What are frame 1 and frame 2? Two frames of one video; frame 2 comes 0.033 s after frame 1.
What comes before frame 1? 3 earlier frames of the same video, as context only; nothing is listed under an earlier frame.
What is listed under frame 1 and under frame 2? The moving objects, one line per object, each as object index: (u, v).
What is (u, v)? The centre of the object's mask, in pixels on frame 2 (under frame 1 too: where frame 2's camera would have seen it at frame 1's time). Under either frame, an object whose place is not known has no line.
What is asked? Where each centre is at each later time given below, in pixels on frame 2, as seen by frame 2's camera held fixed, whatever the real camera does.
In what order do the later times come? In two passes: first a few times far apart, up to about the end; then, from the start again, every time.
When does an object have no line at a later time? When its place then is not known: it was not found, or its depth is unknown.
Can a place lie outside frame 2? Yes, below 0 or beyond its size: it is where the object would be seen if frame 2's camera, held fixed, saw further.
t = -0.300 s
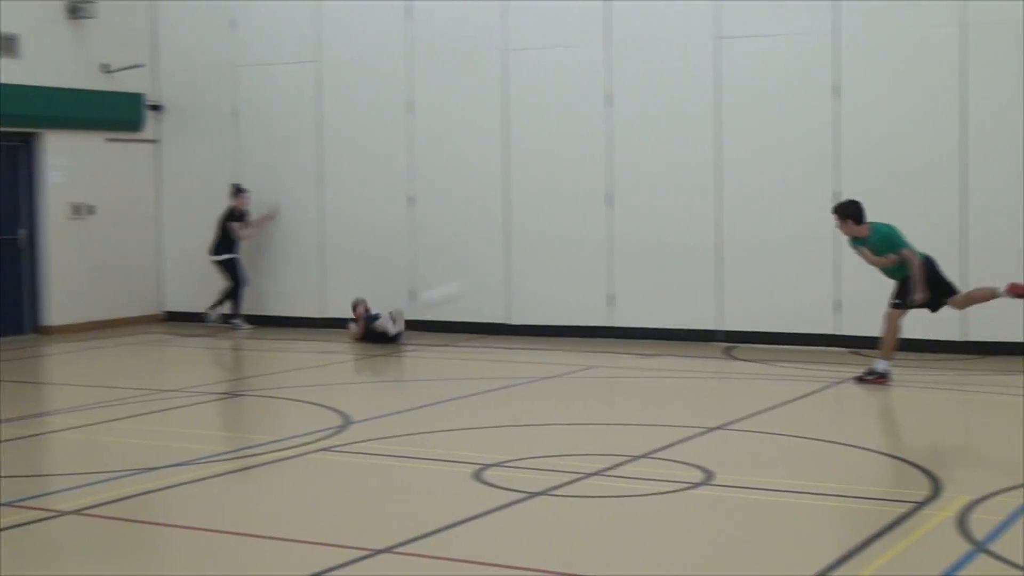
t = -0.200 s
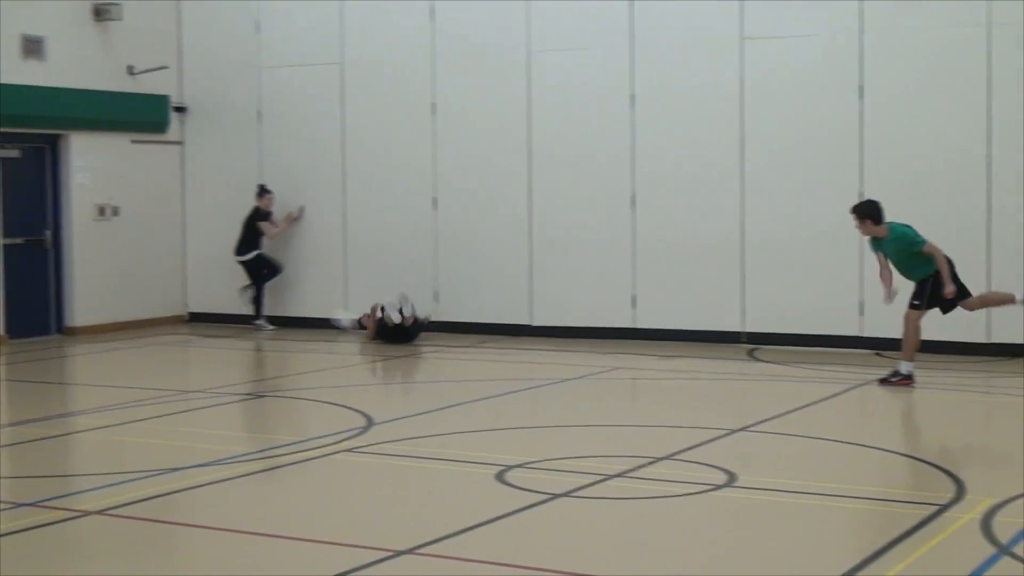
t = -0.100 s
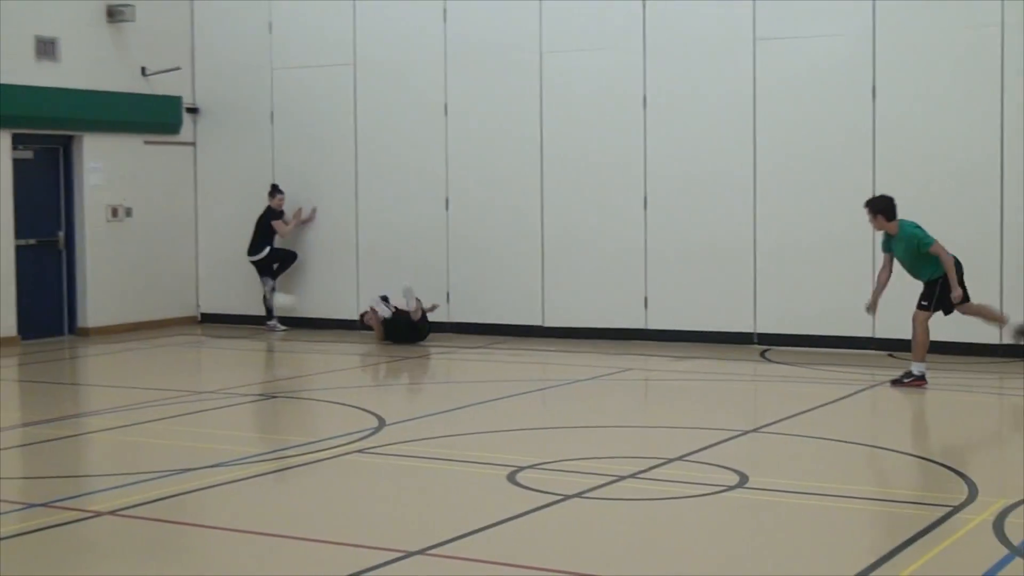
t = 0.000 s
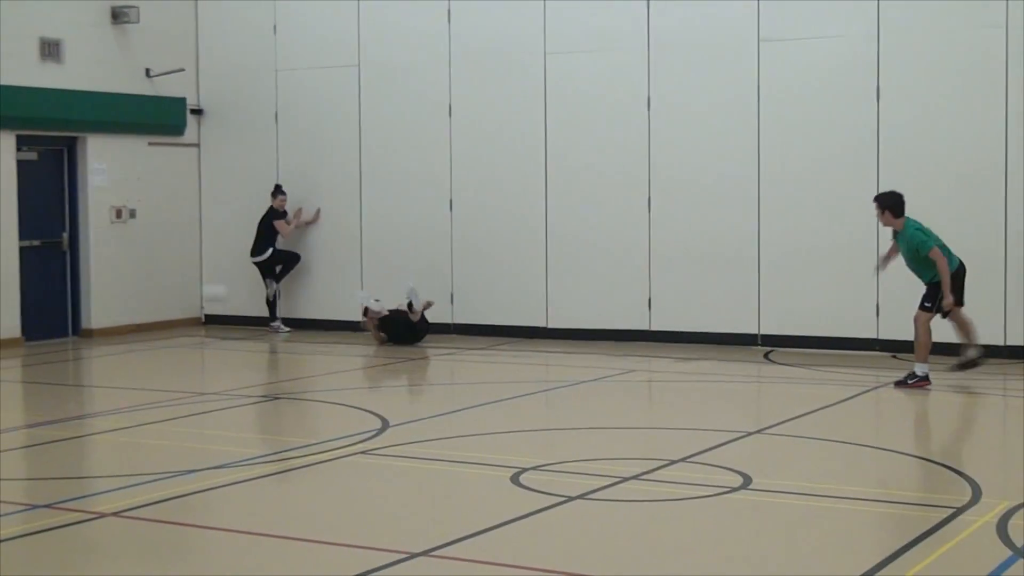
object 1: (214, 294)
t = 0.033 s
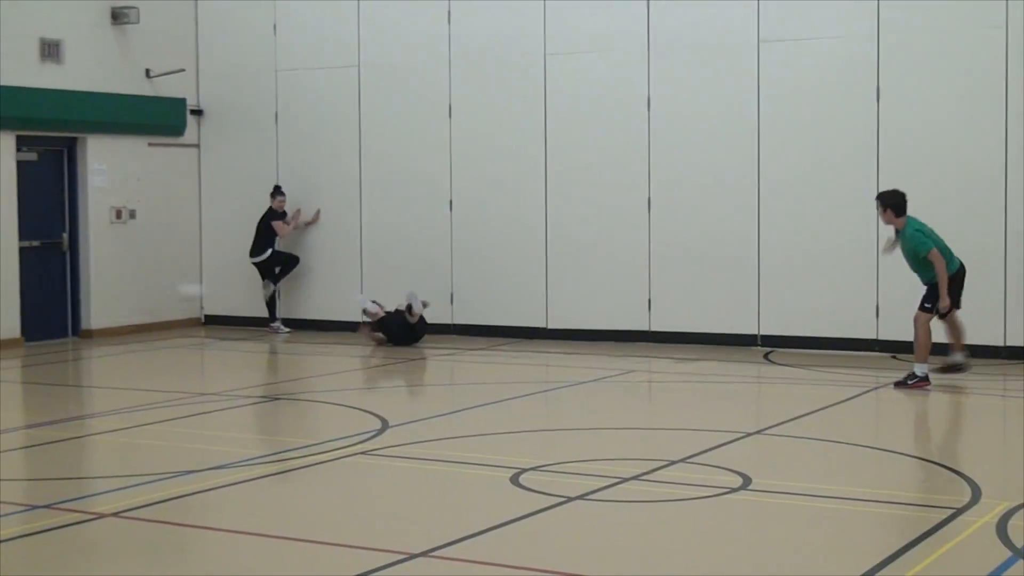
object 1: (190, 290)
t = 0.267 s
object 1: (147, 303)
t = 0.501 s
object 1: (162, 336)
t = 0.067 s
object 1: (169, 291)
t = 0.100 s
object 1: (145, 294)
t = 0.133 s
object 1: (135, 295)
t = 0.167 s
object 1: (138, 294)
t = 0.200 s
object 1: (141, 296)
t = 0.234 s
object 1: (143, 299)
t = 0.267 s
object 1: (147, 303)
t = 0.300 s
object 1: (150, 307)
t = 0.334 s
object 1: (153, 313)
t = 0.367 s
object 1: (156, 321)
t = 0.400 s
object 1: (158, 328)
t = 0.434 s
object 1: (160, 336)
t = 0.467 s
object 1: (162, 340)
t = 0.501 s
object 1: (162, 336)
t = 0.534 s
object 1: (162, 334)
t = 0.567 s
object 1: (162, 332)
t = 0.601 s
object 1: (162, 331)
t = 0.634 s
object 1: (162, 331)
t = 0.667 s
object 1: (163, 332)
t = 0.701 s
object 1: (166, 335)
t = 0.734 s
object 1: (170, 338)
